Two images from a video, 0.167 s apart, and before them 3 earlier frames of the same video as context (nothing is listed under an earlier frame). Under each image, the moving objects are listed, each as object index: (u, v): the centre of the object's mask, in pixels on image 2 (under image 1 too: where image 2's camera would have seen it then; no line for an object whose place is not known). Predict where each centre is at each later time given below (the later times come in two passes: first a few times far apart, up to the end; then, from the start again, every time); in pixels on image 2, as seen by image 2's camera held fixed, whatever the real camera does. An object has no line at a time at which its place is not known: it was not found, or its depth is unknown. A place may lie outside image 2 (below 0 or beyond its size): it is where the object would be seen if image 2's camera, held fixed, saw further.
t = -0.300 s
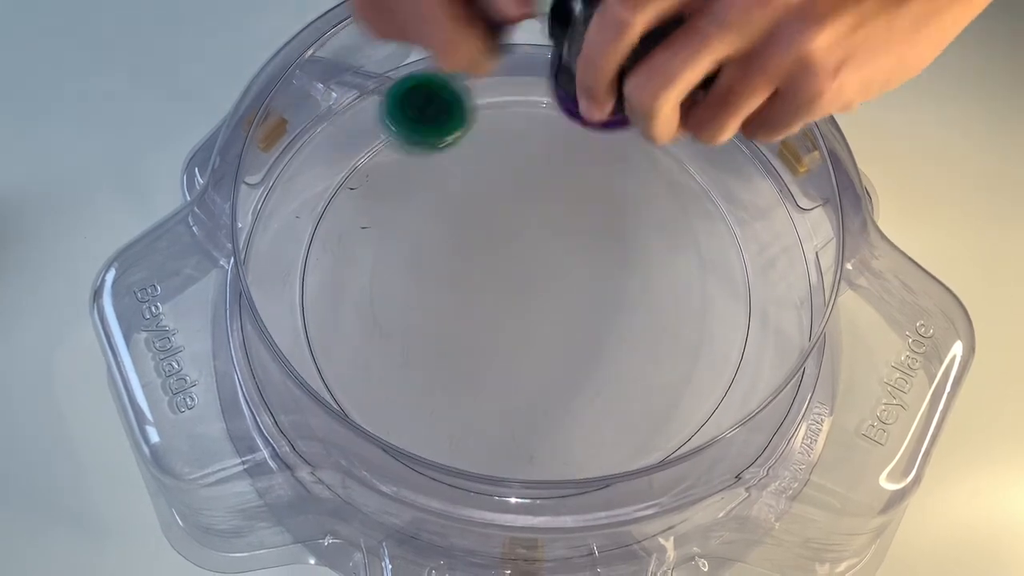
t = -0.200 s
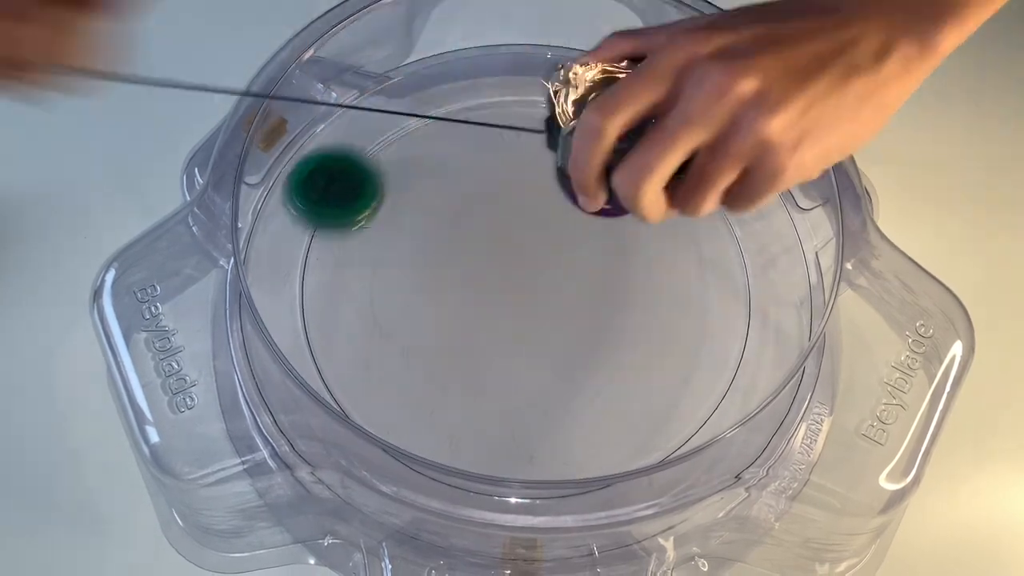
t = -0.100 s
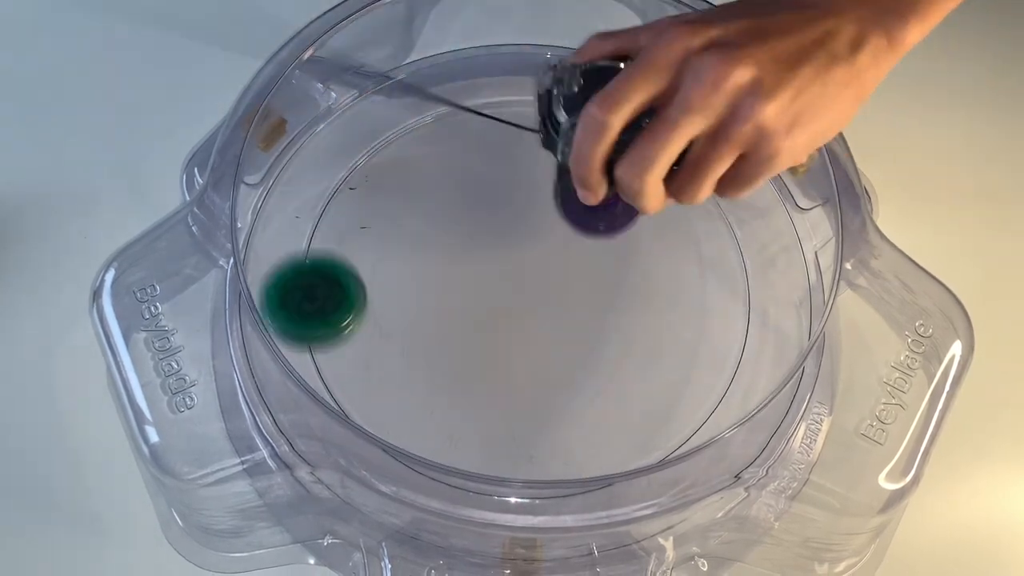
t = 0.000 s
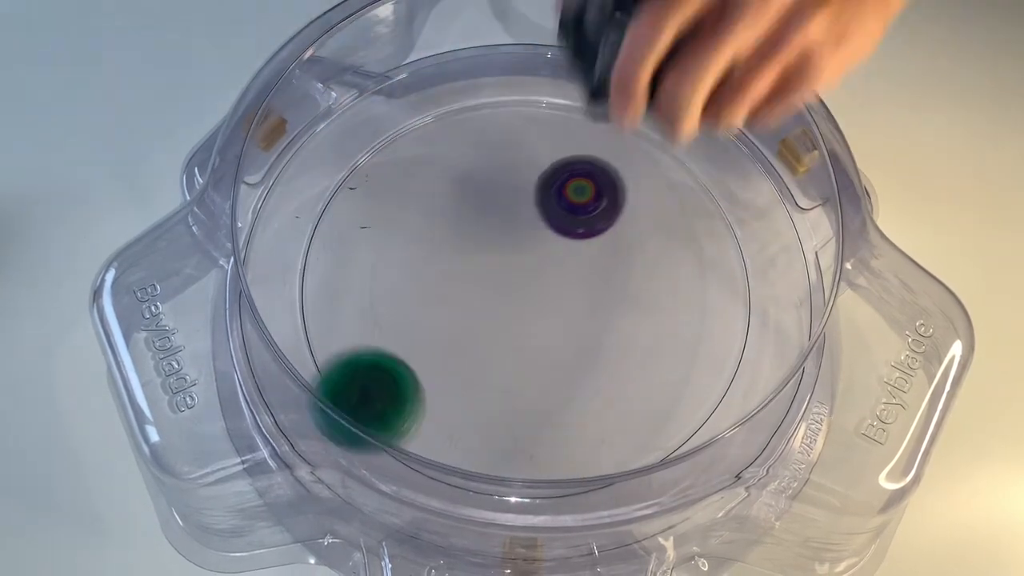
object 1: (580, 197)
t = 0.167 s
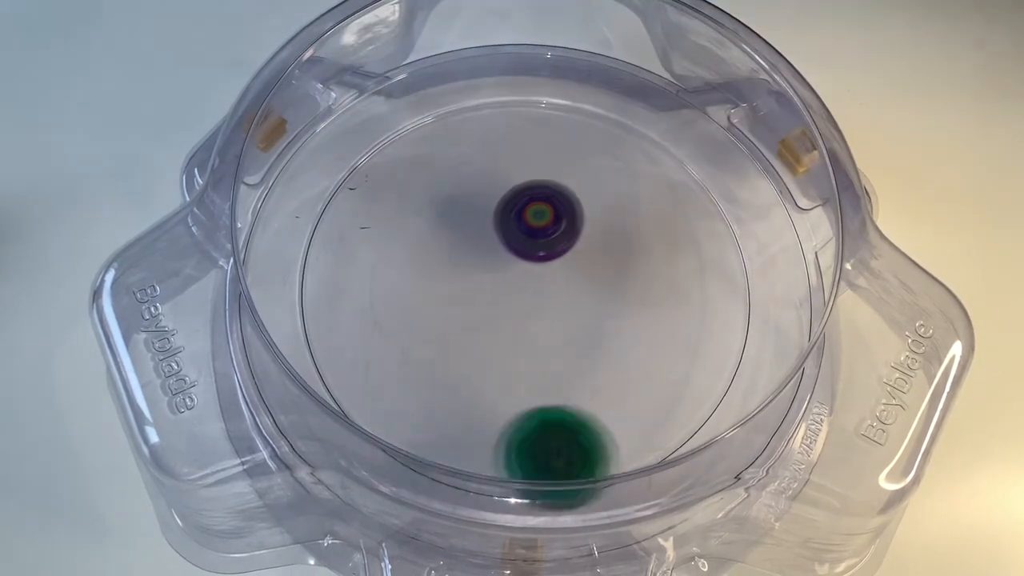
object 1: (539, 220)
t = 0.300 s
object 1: (527, 237)
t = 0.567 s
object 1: (517, 264)
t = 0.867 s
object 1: (503, 277)
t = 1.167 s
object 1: (496, 286)
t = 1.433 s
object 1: (498, 287)
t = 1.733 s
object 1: (501, 283)
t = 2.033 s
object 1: (504, 277)
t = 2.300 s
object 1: (509, 267)
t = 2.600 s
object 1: (518, 258)
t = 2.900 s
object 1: (527, 255)
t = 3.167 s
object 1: (535, 255)
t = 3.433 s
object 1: (545, 258)
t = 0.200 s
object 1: (535, 224)
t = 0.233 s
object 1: (532, 229)
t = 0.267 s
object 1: (530, 233)
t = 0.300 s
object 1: (527, 237)
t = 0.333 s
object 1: (525, 242)
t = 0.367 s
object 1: (524, 246)
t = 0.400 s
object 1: (522, 250)
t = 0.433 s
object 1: (521, 254)
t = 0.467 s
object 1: (520, 257)
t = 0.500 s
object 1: (519, 260)
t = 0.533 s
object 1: (518, 262)
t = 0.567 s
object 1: (517, 264)
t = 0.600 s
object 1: (515, 265)
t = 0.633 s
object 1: (514, 267)
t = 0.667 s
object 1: (513, 267)
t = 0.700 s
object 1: (511, 269)
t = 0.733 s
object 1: (510, 270)
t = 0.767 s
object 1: (508, 272)
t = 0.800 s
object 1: (507, 274)
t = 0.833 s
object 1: (505, 275)
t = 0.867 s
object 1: (503, 277)
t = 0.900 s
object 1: (503, 278)
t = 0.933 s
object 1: (502, 280)
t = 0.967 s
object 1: (501, 281)
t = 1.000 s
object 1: (500, 283)
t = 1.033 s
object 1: (499, 284)
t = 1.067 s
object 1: (498, 284)
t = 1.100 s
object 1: (497, 285)
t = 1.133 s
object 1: (497, 286)
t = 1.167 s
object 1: (496, 286)
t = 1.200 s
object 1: (496, 287)
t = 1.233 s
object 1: (496, 287)
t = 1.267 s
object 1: (496, 287)
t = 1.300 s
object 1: (496, 288)
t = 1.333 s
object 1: (497, 288)
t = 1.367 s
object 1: (497, 287)
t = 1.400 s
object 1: (498, 287)
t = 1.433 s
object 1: (498, 287)
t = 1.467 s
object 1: (499, 287)
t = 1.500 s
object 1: (499, 286)
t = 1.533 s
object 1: (499, 286)
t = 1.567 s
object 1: (499, 286)
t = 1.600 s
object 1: (500, 285)
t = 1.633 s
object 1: (500, 285)
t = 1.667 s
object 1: (500, 284)
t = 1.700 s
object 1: (500, 284)
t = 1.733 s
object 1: (501, 283)
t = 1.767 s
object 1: (501, 282)
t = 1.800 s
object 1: (501, 282)
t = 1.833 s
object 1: (501, 282)
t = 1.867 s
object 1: (502, 281)
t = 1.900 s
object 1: (502, 281)
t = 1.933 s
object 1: (503, 280)
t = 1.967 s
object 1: (503, 279)
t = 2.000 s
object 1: (503, 278)
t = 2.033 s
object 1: (504, 277)
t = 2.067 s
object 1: (504, 276)
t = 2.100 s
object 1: (505, 275)
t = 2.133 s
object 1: (506, 274)
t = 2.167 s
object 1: (507, 272)
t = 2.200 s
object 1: (507, 271)
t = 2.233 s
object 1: (508, 270)
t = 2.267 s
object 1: (508, 269)
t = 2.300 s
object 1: (509, 267)
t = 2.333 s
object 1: (510, 266)
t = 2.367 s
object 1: (511, 265)
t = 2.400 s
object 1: (512, 264)
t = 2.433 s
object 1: (513, 263)
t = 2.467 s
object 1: (514, 262)
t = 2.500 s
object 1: (515, 261)
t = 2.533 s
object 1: (516, 260)
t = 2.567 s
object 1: (517, 259)
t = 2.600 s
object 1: (518, 258)
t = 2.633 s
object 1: (519, 257)
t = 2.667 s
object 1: (520, 256)
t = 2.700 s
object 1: (521, 256)
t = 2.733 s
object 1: (522, 255)
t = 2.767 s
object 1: (524, 255)
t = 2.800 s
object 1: (525, 255)
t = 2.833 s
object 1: (526, 255)
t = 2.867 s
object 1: (527, 255)
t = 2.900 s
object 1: (527, 255)
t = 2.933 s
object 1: (527, 255)
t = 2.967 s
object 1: (528, 255)
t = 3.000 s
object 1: (529, 255)
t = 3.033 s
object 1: (530, 255)
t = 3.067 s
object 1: (531, 255)
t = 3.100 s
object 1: (532, 255)
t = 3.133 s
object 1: (534, 255)
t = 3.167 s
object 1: (535, 255)
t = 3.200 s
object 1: (536, 255)
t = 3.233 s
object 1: (538, 255)
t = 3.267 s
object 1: (539, 256)
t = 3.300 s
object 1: (540, 256)
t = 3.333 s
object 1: (541, 256)
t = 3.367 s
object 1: (543, 257)
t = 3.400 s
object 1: (544, 257)
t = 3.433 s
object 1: (545, 258)
